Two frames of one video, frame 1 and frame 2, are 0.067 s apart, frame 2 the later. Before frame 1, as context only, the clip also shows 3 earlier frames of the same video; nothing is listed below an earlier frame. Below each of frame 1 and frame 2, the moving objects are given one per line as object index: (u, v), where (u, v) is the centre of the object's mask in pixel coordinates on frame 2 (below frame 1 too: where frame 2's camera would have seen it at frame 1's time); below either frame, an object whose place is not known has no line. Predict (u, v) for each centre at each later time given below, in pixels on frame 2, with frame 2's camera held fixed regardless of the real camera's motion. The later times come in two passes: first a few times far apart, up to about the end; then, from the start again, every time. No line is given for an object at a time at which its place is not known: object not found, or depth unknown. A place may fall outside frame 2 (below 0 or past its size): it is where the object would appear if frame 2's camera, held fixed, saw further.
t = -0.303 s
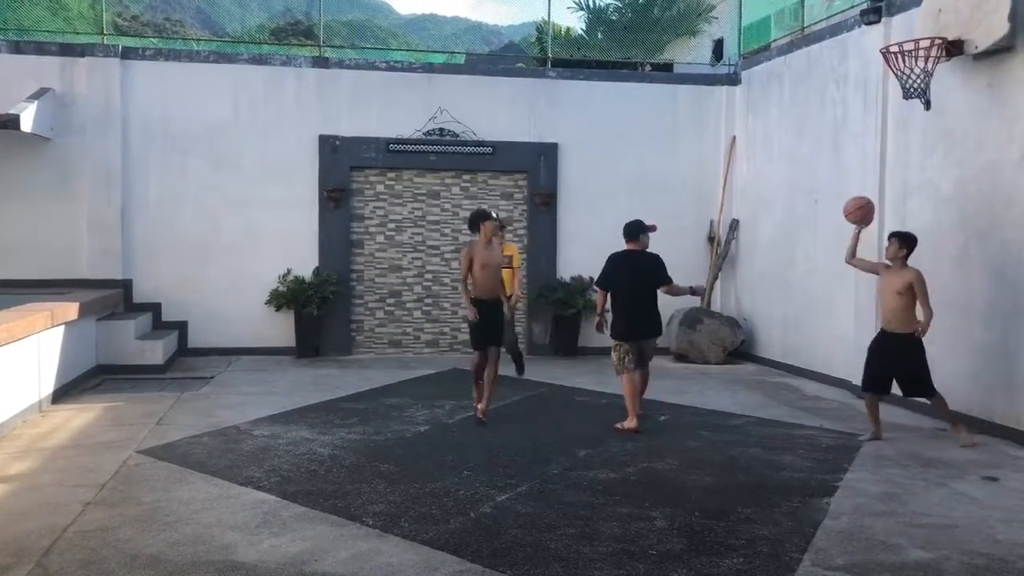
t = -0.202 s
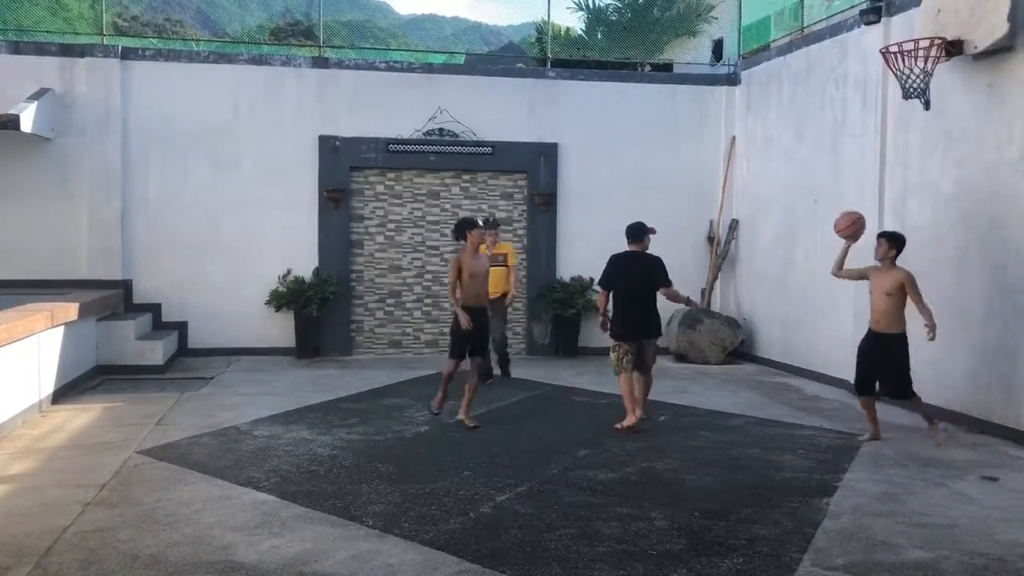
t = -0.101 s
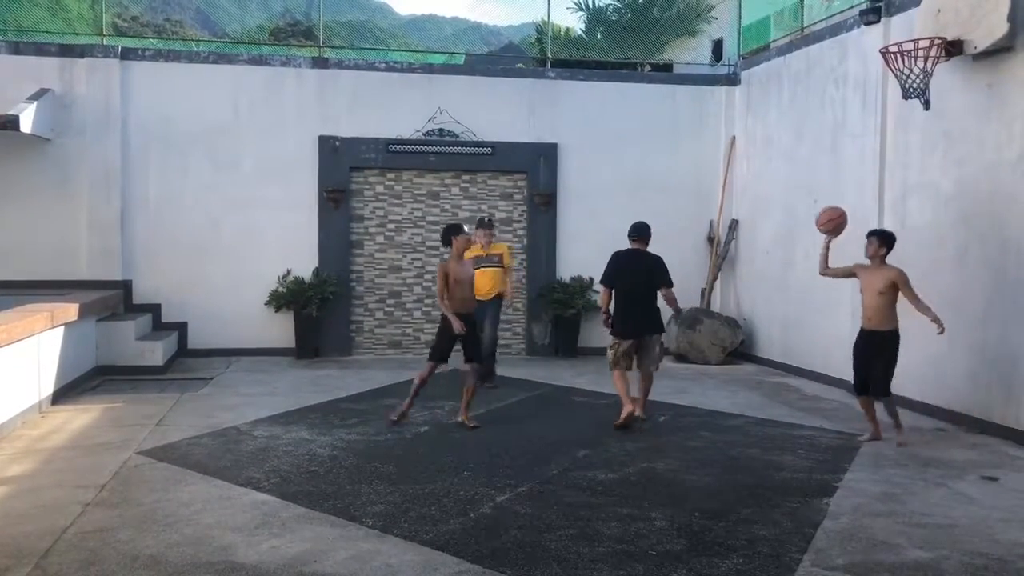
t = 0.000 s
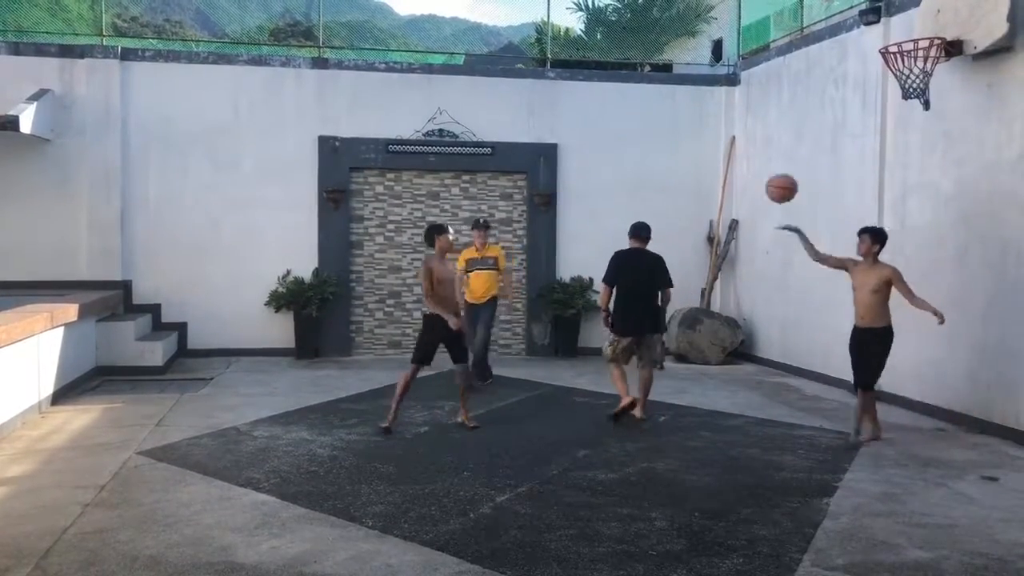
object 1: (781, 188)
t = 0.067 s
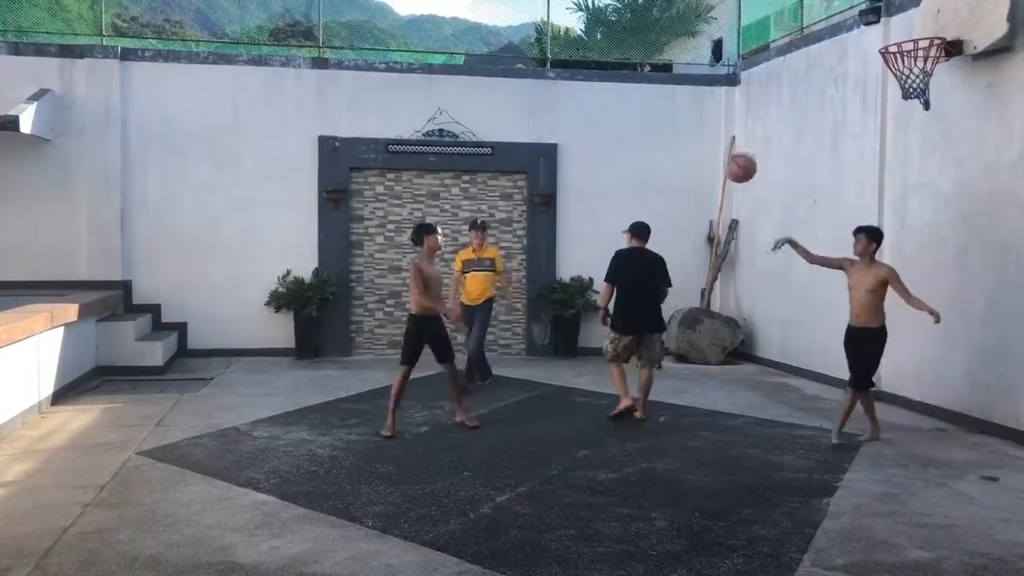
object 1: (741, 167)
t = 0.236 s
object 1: (635, 141)
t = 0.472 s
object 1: (480, 166)
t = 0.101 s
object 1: (719, 160)
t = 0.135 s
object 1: (699, 153)
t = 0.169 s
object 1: (678, 148)
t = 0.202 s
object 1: (656, 143)
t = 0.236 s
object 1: (635, 141)
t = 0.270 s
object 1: (613, 140)
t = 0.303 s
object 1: (592, 141)
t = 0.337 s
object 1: (570, 143)
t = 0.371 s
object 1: (548, 145)
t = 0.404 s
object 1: (525, 151)
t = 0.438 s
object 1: (502, 158)
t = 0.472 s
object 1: (480, 166)
